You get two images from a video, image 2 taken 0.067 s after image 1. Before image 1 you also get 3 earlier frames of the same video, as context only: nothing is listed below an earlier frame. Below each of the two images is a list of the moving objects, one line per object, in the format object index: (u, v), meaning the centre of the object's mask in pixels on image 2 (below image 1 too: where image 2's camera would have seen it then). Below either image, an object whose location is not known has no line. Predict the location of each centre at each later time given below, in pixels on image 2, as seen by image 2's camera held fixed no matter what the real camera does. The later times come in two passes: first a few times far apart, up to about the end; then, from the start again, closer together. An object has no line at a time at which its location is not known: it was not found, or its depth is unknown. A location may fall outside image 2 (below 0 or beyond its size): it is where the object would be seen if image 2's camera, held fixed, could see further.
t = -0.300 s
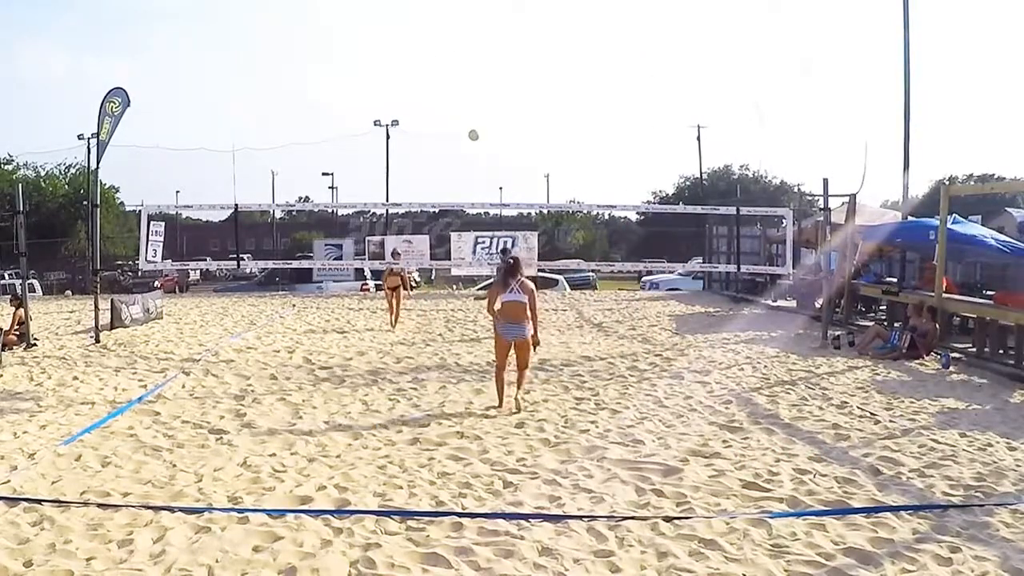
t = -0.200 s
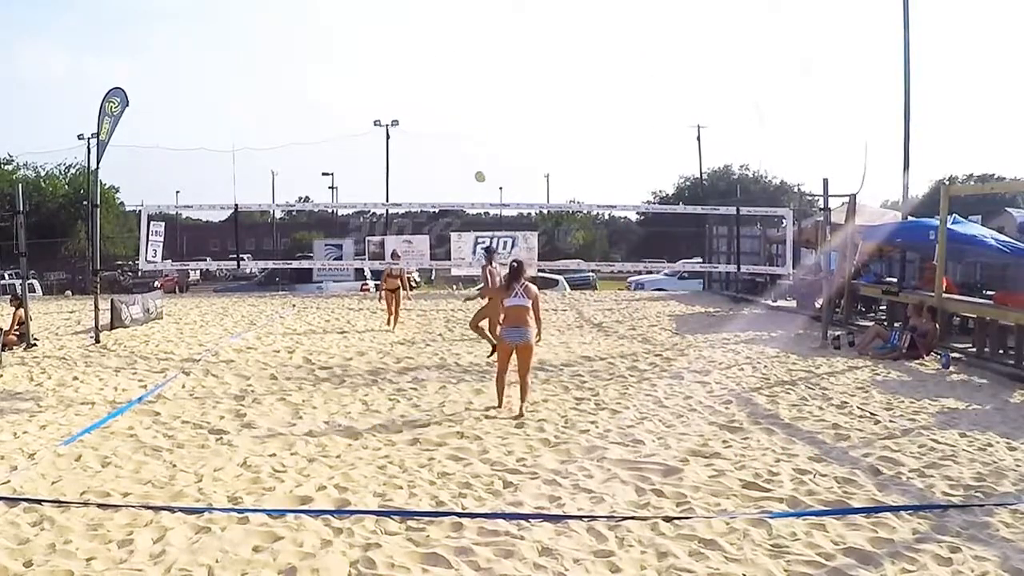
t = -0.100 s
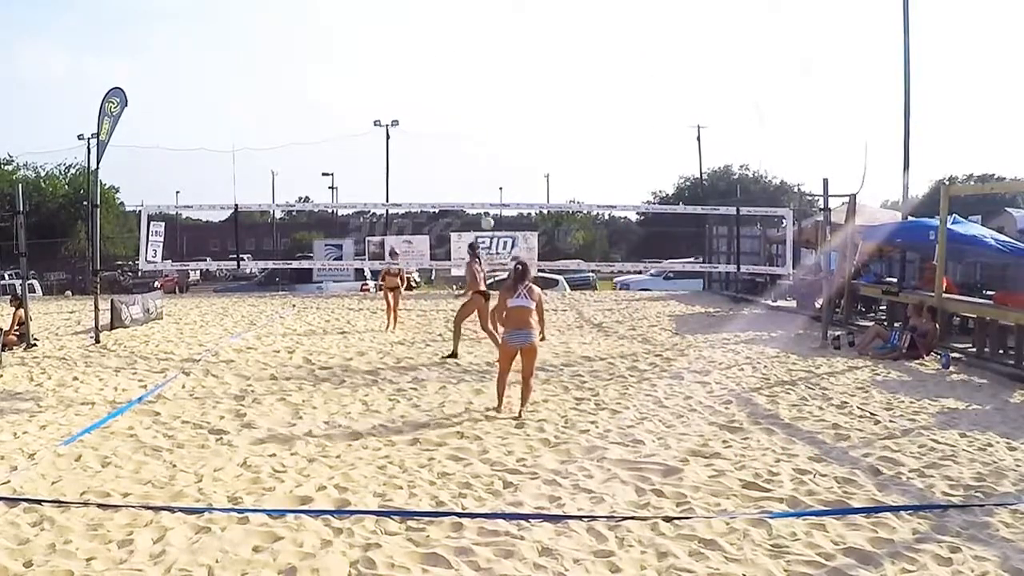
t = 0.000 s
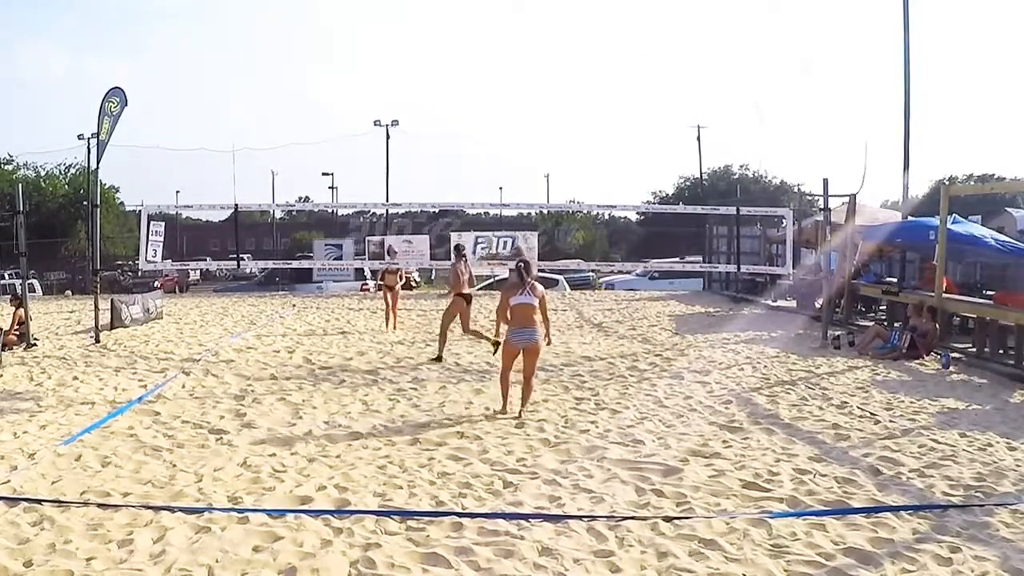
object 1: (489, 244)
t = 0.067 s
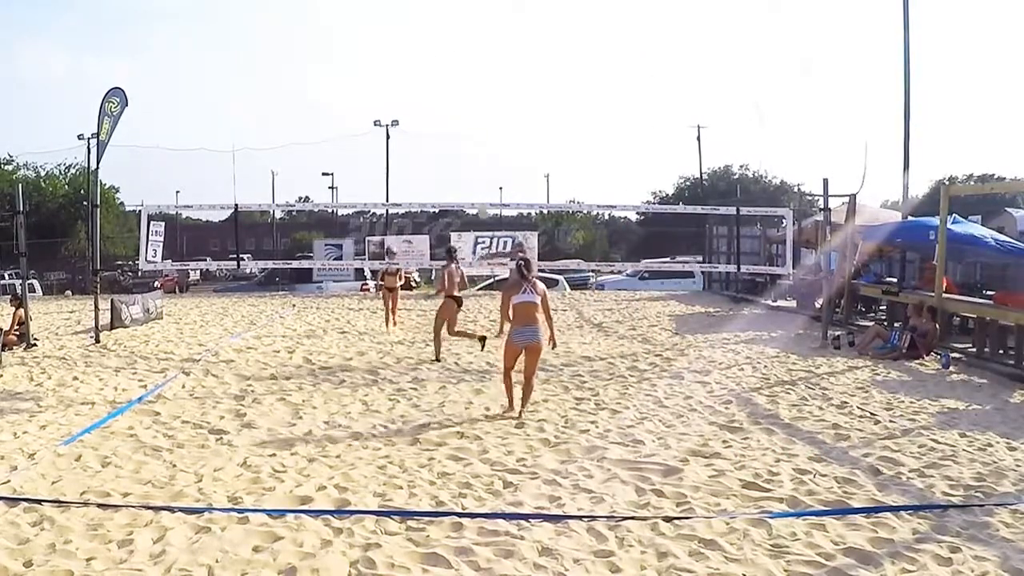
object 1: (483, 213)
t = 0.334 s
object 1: (461, 123)
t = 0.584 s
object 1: (445, 77)
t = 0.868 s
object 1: (428, 67)
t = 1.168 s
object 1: (413, 104)
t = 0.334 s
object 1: (461, 123)
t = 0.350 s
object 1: (460, 119)
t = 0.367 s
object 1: (459, 115)
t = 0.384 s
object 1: (458, 111)
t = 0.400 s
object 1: (457, 108)
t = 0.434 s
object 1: (454, 100)
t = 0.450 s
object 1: (453, 97)
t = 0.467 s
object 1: (452, 94)
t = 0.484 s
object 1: (451, 91)
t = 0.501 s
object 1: (450, 88)
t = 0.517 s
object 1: (449, 85)
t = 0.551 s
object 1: (447, 81)
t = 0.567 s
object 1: (446, 78)
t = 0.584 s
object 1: (445, 77)
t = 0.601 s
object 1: (444, 75)
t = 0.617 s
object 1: (443, 73)
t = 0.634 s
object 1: (441, 72)
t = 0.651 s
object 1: (440, 70)
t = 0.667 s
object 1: (439, 69)
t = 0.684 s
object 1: (438, 68)
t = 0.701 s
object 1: (437, 67)
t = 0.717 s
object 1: (436, 67)
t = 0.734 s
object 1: (435, 66)
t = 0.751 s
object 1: (434, 65)
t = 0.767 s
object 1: (433, 65)
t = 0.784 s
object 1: (432, 65)
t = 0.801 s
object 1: (431, 65)
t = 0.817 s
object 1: (430, 65)
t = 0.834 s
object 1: (429, 65)
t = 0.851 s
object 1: (429, 66)
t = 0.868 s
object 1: (428, 67)
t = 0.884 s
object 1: (427, 67)
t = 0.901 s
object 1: (426, 68)
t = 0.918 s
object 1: (425, 69)
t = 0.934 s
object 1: (424, 71)
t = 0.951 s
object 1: (423, 72)
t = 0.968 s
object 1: (423, 74)
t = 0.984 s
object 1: (421, 76)
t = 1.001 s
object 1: (421, 77)
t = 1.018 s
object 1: (420, 79)
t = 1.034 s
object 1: (419, 81)
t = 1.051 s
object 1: (418, 84)
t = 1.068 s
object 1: (417, 86)
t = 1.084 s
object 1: (417, 89)
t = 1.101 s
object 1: (416, 92)
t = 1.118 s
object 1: (415, 95)
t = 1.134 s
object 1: (414, 98)
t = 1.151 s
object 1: (414, 101)
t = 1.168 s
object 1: (413, 104)
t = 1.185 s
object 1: (412, 108)
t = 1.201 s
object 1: (411, 112)
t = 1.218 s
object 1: (410, 115)
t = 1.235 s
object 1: (410, 120)
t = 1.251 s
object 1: (409, 124)
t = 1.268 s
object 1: (409, 128)
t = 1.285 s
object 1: (408, 133)
